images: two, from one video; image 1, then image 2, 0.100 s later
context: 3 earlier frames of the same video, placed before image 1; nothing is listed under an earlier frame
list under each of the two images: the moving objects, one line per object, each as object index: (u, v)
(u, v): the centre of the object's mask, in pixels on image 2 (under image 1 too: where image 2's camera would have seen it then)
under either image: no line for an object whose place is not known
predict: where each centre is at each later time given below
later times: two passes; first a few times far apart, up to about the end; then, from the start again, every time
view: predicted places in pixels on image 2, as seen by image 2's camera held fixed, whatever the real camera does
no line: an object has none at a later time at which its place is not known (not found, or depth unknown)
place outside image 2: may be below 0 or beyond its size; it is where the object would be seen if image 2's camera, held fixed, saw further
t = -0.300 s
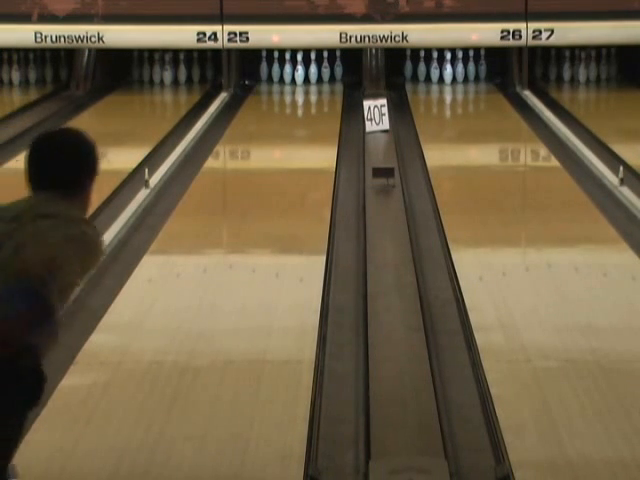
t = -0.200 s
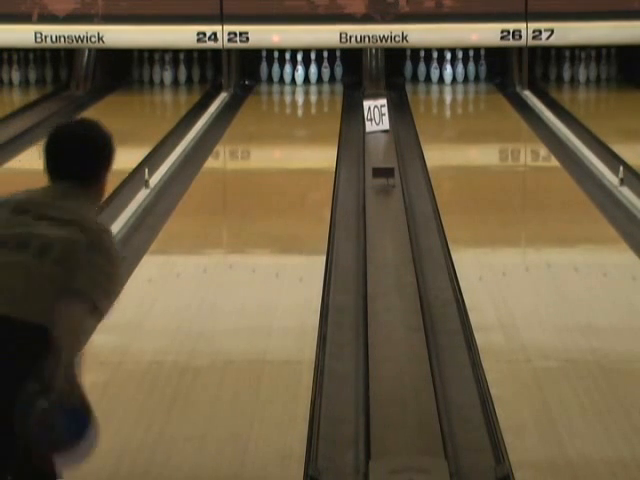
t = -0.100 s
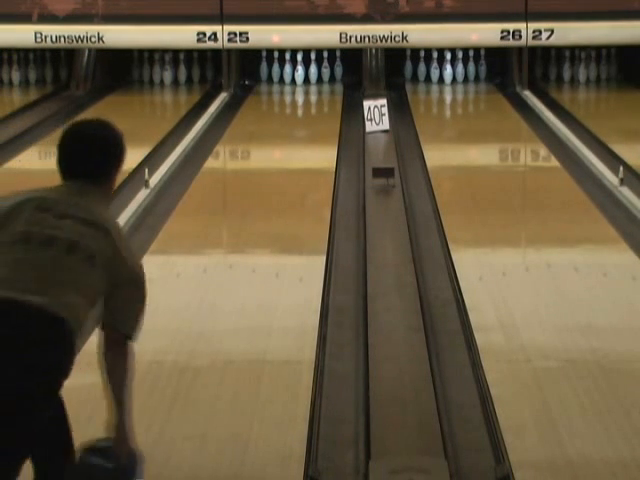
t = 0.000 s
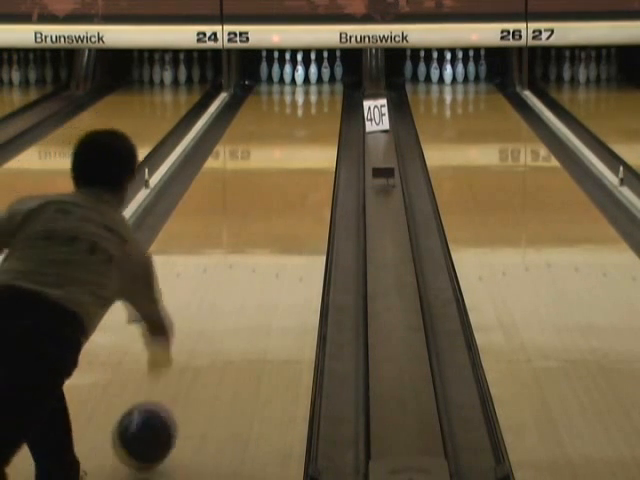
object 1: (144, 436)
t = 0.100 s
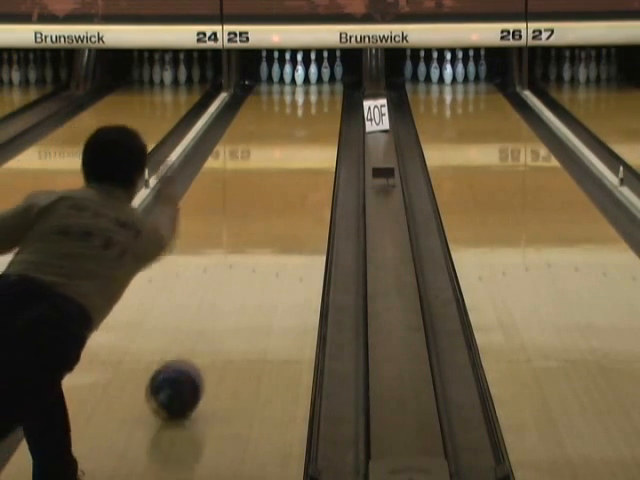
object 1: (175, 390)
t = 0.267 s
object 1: (214, 326)
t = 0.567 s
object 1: (261, 249)
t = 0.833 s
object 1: (287, 202)
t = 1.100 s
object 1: (306, 168)
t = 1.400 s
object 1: (319, 140)
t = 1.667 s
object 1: (325, 119)
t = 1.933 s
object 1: (323, 104)
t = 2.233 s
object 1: (315, 91)
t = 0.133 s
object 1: (183, 375)
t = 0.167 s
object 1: (192, 361)
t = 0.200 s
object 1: (199, 349)
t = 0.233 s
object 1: (207, 337)
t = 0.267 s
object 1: (214, 326)
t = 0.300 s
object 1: (220, 315)
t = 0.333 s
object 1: (226, 306)
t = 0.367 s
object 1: (232, 296)
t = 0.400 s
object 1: (238, 287)
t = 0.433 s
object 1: (243, 278)
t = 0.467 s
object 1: (248, 271)
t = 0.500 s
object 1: (252, 263)
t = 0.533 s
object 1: (257, 256)
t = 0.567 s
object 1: (261, 249)
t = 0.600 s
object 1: (265, 242)
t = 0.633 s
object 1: (269, 236)
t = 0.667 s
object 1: (272, 230)
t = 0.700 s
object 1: (275, 224)
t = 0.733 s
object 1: (279, 219)
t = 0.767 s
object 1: (282, 213)
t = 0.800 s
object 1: (285, 207)
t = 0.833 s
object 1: (287, 202)
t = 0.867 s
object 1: (290, 197)
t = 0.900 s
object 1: (293, 193)
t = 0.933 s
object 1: (295, 188)
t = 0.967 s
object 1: (298, 184)
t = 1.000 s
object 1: (300, 179)
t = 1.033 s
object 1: (302, 175)
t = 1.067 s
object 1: (304, 172)
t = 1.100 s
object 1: (306, 168)
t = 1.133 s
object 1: (308, 164)
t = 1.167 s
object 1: (309, 161)
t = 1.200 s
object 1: (311, 158)
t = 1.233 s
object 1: (313, 154)
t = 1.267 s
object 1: (315, 151)
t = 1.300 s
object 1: (316, 148)
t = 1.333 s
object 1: (318, 145)
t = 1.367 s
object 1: (319, 141)
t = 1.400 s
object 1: (319, 140)
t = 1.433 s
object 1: (321, 136)
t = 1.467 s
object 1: (322, 133)
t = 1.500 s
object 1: (323, 130)
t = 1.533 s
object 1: (323, 128)
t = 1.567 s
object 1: (324, 126)
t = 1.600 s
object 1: (325, 123)
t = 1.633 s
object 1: (325, 122)
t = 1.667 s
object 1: (325, 119)
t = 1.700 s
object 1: (325, 117)
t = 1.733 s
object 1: (326, 115)
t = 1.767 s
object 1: (325, 113)
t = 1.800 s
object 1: (325, 111)
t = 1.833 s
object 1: (325, 108)
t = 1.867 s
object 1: (325, 107)
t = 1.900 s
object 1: (324, 105)
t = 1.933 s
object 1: (323, 104)
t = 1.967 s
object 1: (322, 103)
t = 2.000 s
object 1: (321, 101)
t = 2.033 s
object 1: (320, 99)
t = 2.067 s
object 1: (319, 98)
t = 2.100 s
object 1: (319, 97)
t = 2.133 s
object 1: (318, 96)
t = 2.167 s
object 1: (317, 93)
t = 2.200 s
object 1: (317, 92)
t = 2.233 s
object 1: (315, 91)
